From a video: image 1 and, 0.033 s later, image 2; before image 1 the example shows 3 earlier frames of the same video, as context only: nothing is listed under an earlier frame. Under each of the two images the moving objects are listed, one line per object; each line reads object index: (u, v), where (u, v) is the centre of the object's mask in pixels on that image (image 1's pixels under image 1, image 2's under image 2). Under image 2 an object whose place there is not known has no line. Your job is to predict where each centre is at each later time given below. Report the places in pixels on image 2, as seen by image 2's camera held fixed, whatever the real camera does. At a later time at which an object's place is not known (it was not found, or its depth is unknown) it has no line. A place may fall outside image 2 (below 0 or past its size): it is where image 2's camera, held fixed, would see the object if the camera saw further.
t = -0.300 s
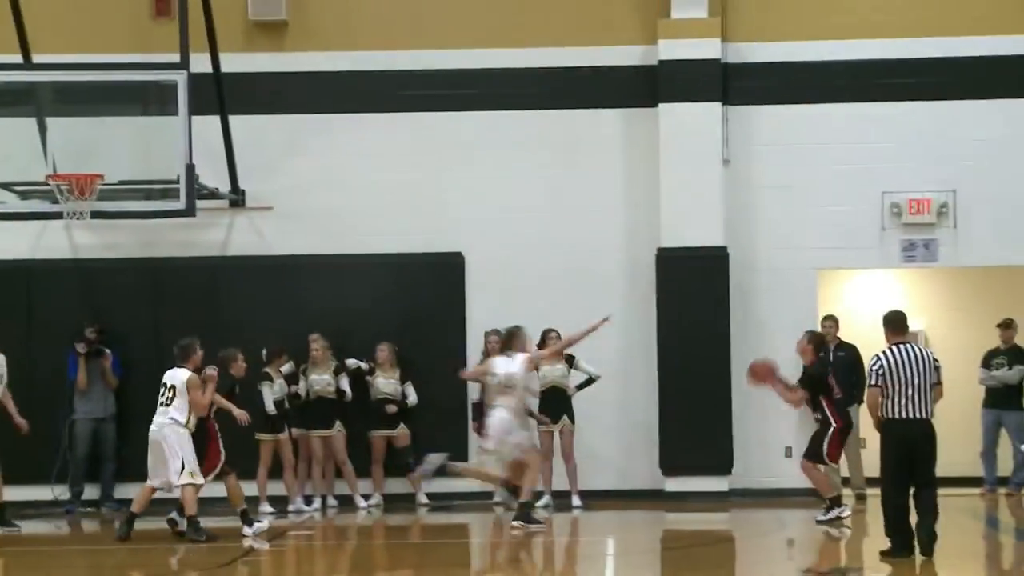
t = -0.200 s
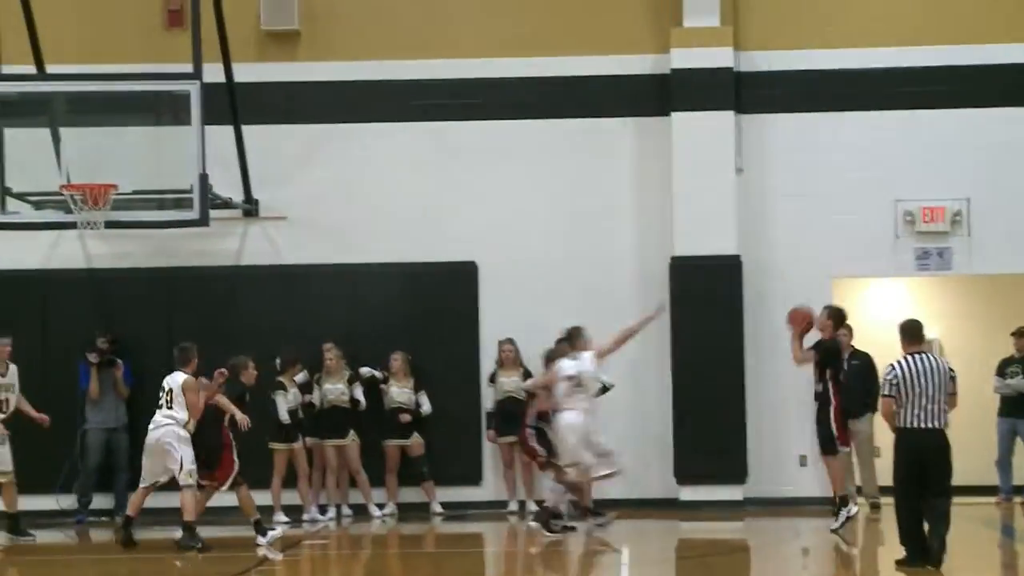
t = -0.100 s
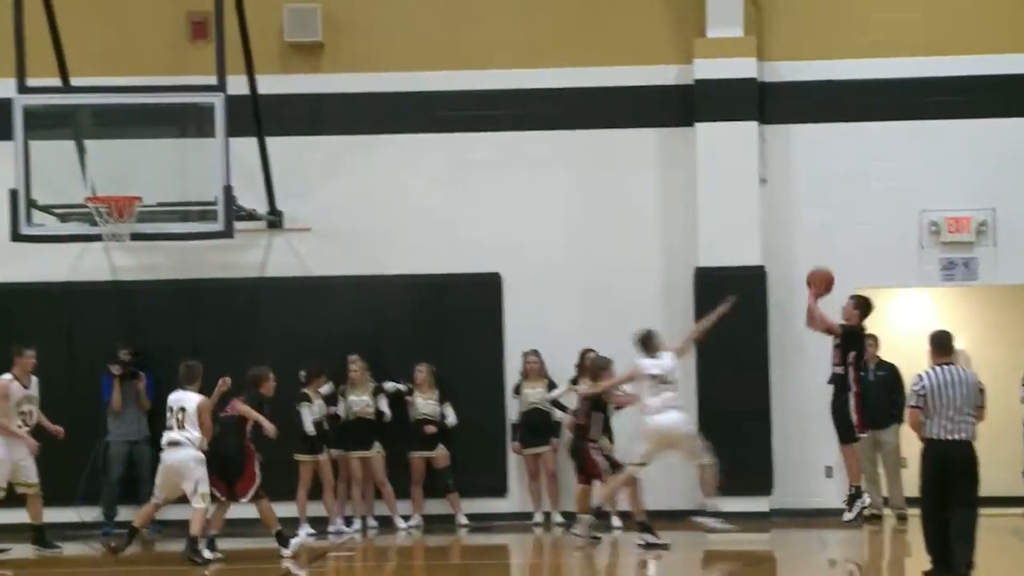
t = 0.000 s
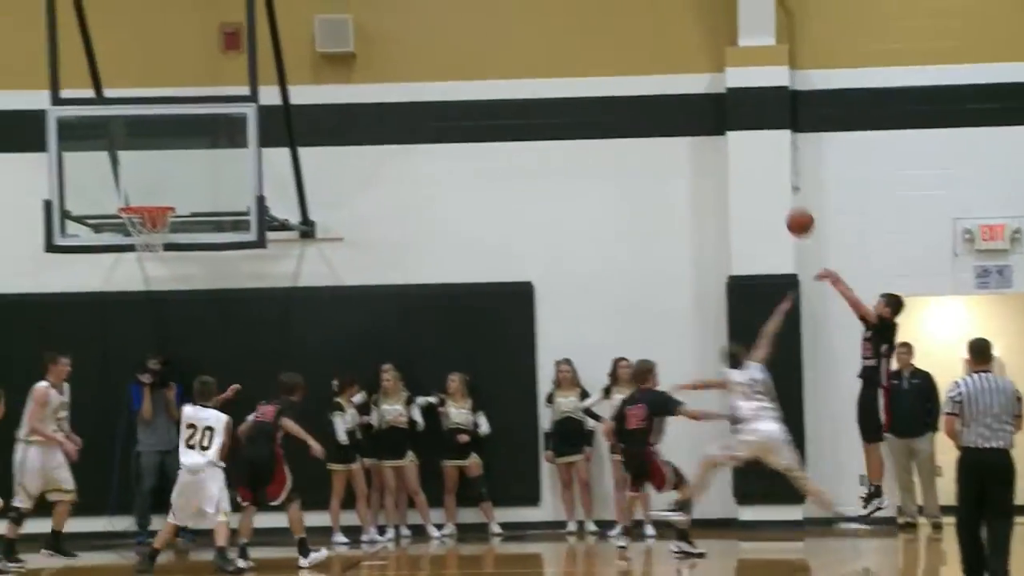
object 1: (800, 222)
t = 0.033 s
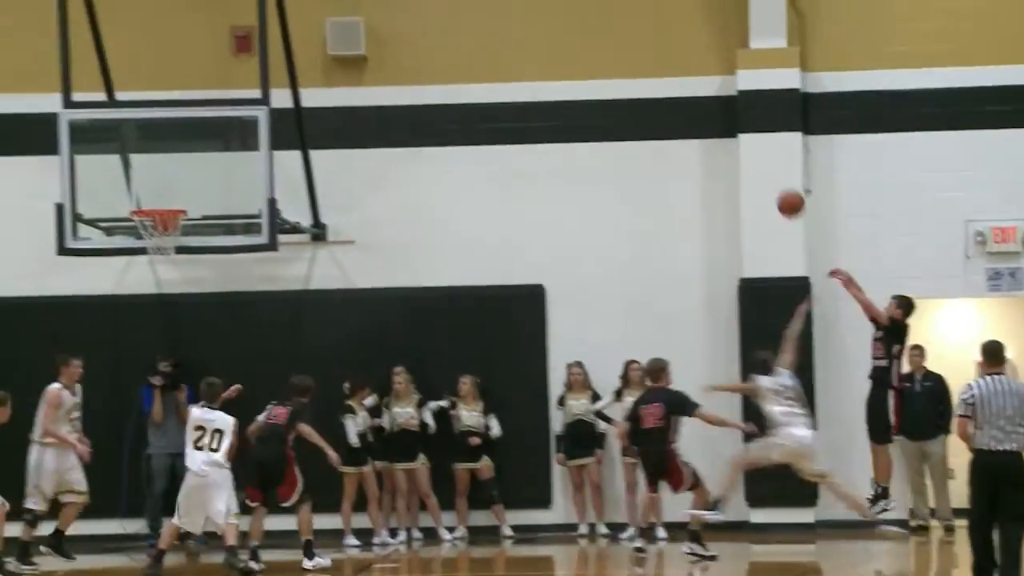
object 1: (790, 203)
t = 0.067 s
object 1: (769, 183)
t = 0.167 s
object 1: (708, 130)
